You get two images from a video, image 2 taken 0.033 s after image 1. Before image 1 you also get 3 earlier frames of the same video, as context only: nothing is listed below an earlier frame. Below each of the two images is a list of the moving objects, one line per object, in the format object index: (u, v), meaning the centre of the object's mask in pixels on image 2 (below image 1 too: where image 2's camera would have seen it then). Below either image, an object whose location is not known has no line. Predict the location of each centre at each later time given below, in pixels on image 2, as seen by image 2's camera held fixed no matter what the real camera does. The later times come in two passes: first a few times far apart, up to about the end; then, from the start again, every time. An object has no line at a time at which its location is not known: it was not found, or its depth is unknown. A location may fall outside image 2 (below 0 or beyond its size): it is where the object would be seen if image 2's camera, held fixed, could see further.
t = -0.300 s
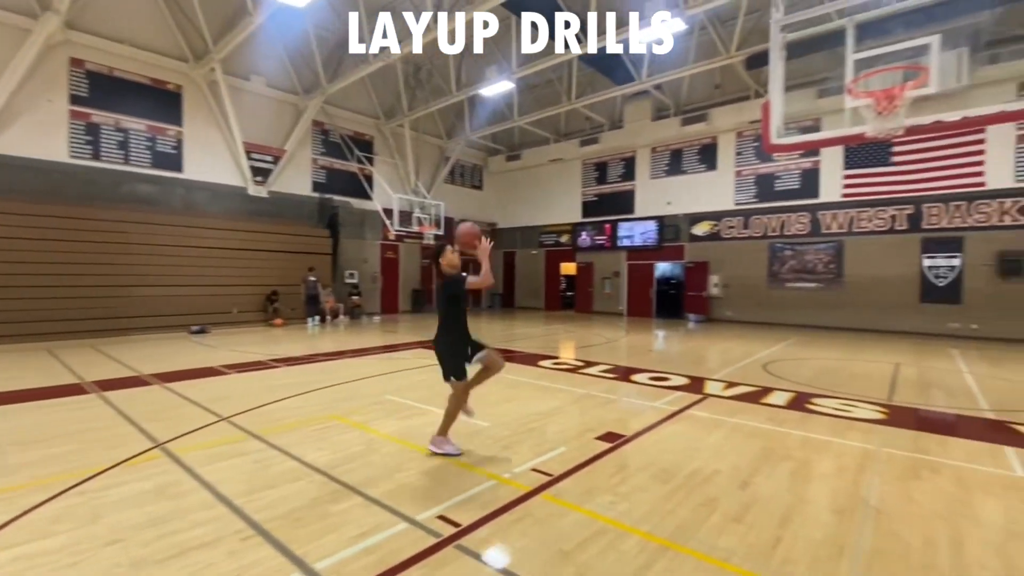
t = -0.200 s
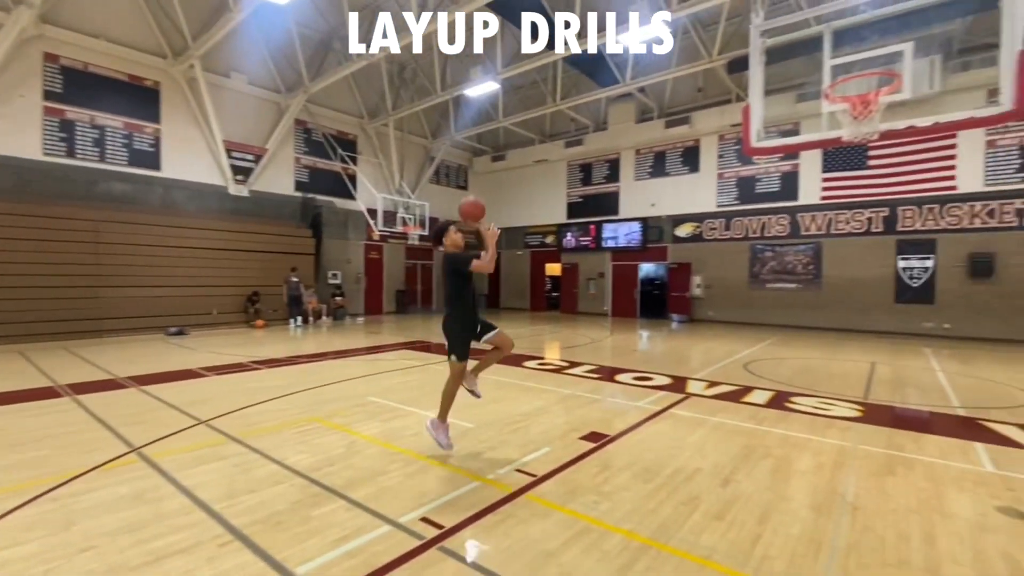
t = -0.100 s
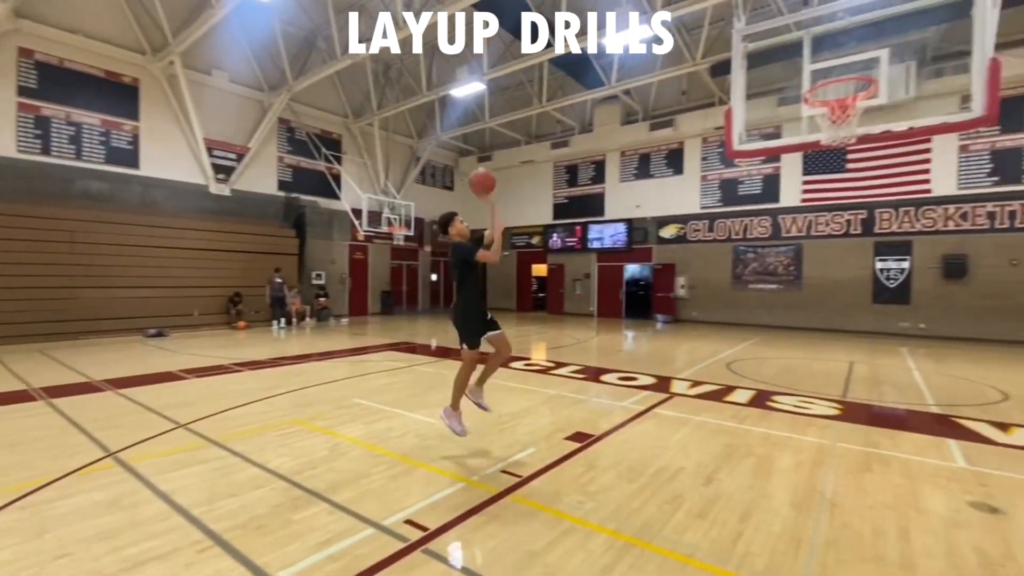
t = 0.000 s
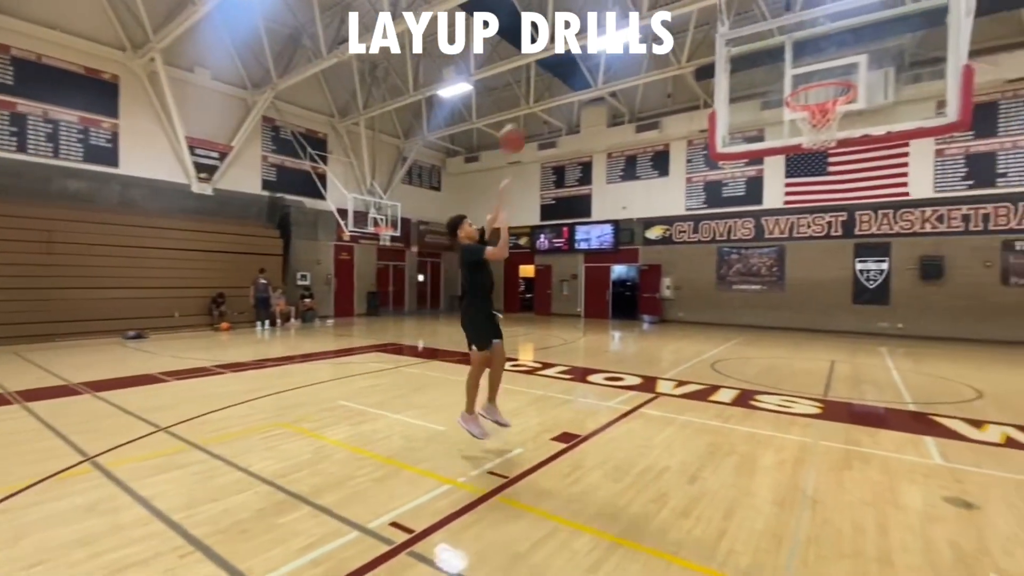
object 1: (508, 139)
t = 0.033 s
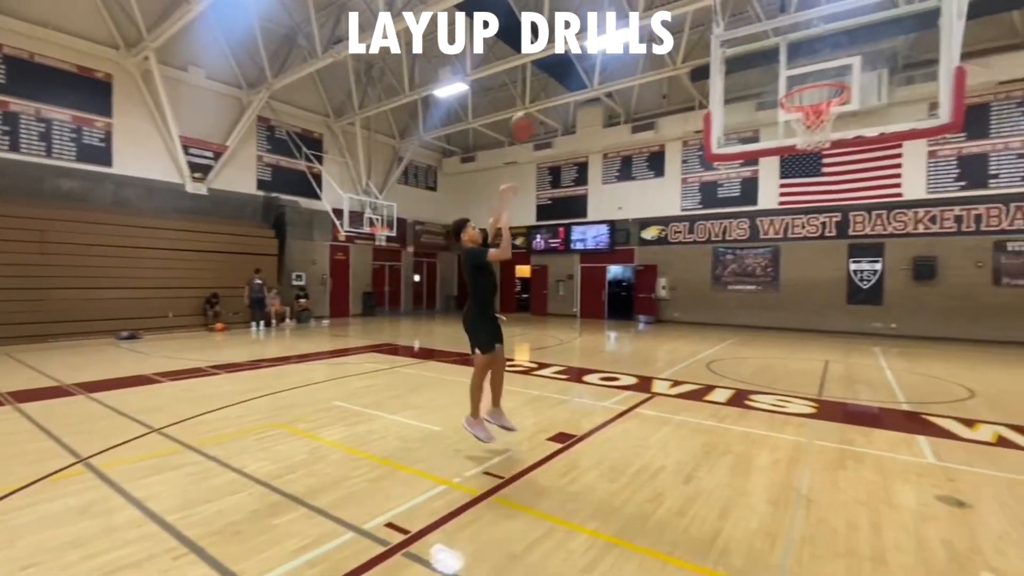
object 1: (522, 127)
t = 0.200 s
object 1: (599, 81)
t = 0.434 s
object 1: (702, 69)
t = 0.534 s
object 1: (742, 80)
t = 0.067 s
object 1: (539, 114)
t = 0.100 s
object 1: (554, 103)
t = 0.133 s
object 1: (569, 94)
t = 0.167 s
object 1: (585, 88)
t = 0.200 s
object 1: (599, 81)
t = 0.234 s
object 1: (614, 76)
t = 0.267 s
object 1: (630, 71)
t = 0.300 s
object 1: (644, 67)
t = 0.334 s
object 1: (658, 66)
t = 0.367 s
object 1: (673, 66)
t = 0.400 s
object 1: (687, 68)
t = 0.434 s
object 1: (702, 69)
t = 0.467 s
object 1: (715, 71)
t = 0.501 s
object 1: (729, 76)
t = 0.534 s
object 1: (742, 80)
